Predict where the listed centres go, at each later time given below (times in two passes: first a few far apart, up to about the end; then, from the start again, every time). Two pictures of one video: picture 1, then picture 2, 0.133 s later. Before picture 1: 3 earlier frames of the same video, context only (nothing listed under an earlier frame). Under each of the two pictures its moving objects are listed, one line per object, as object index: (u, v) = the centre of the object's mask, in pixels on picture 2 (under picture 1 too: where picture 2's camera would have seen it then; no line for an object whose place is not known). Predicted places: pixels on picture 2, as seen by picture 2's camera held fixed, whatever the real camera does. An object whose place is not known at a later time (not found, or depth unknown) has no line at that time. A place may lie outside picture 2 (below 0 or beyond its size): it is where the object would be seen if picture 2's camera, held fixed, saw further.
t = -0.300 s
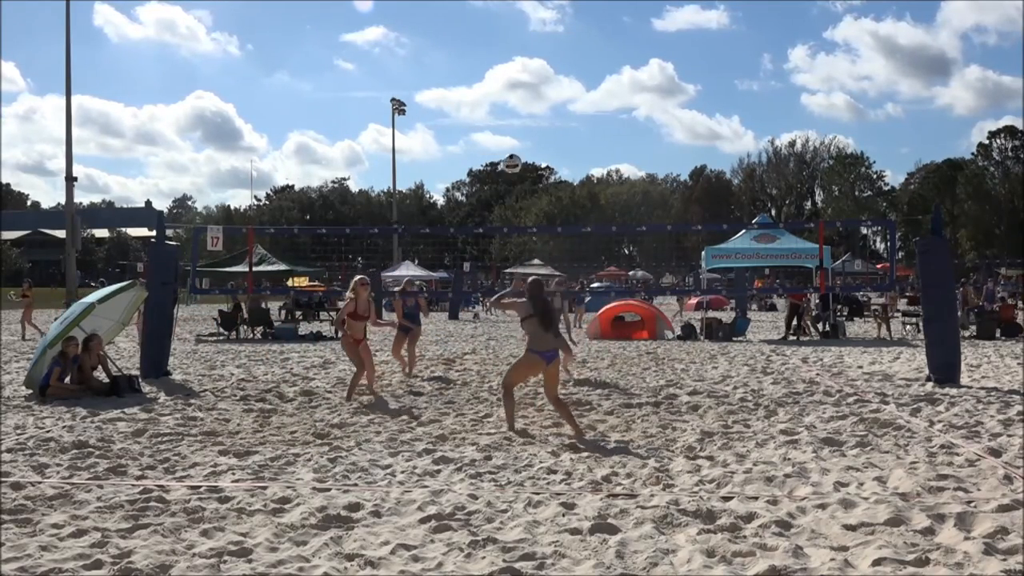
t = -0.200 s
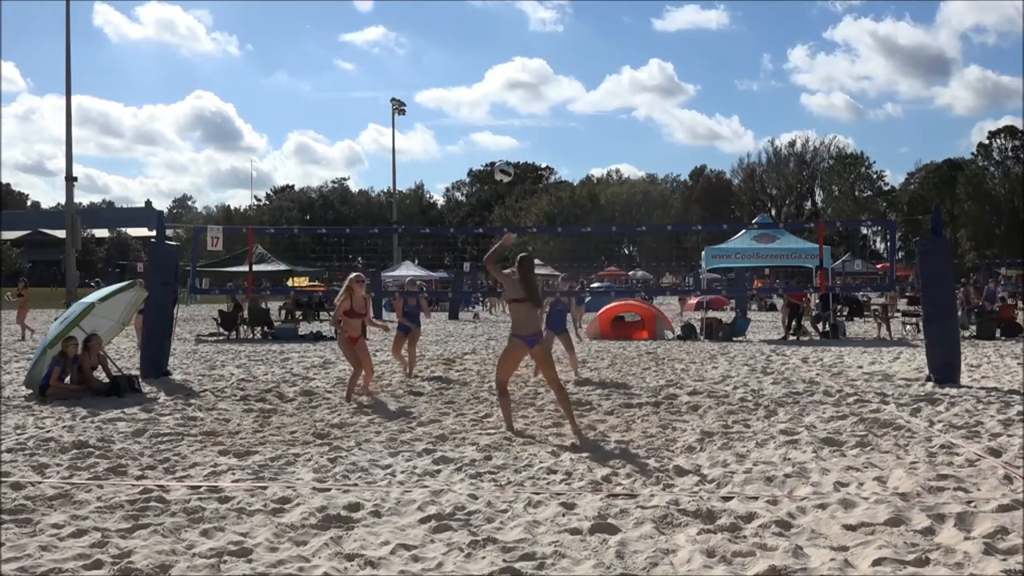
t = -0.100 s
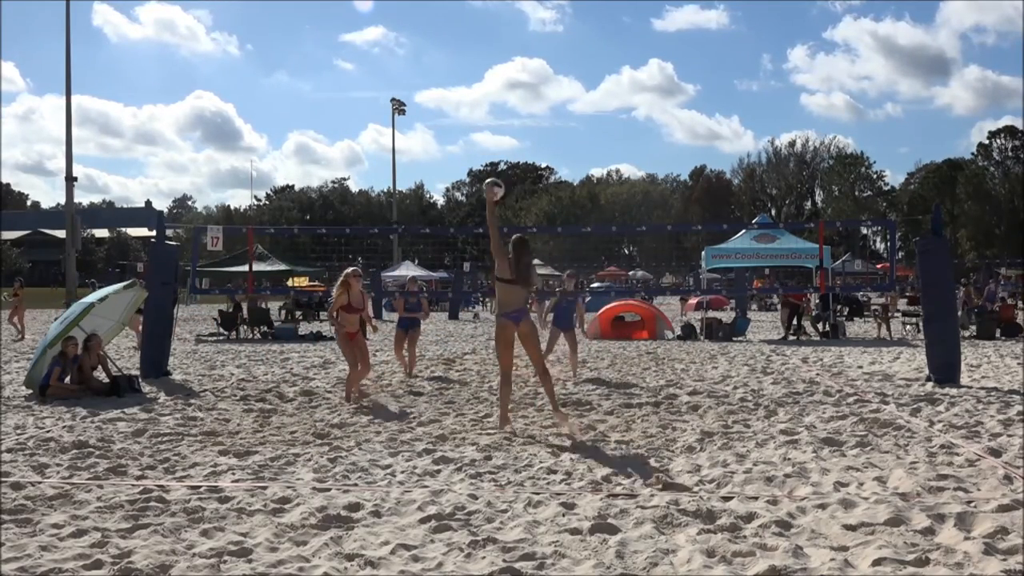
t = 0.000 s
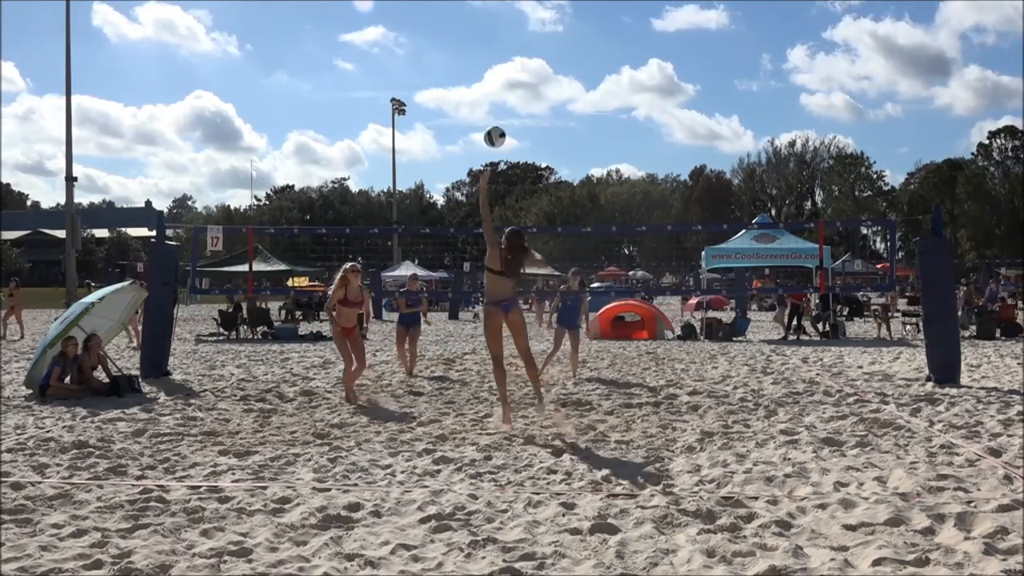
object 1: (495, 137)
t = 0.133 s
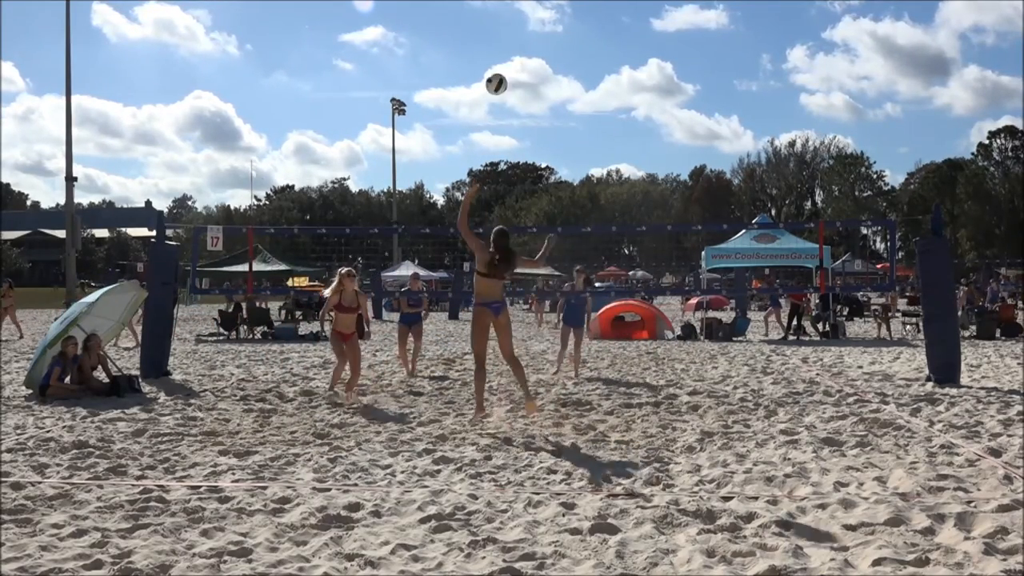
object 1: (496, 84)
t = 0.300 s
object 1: (498, 44)
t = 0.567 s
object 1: (502, 39)
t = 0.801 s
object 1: (506, 93)
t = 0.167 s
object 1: (497, 74)
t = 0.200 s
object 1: (497, 64)
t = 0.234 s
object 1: (497, 56)
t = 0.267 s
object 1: (498, 50)
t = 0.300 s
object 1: (498, 44)
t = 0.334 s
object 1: (499, 39)
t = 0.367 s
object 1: (500, 36)
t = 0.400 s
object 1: (500, 34)
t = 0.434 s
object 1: (501, 33)
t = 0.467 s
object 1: (501, 33)
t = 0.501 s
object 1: (502, 34)
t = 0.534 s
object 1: (502, 36)
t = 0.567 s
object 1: (502, 39)
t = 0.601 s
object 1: (503, 43)
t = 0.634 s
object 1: (503, 49)
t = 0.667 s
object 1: (504, 55)
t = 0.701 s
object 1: (504, 63)
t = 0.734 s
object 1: (505, 72)
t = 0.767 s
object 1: (505, 82)
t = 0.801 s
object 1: (506, 93)
